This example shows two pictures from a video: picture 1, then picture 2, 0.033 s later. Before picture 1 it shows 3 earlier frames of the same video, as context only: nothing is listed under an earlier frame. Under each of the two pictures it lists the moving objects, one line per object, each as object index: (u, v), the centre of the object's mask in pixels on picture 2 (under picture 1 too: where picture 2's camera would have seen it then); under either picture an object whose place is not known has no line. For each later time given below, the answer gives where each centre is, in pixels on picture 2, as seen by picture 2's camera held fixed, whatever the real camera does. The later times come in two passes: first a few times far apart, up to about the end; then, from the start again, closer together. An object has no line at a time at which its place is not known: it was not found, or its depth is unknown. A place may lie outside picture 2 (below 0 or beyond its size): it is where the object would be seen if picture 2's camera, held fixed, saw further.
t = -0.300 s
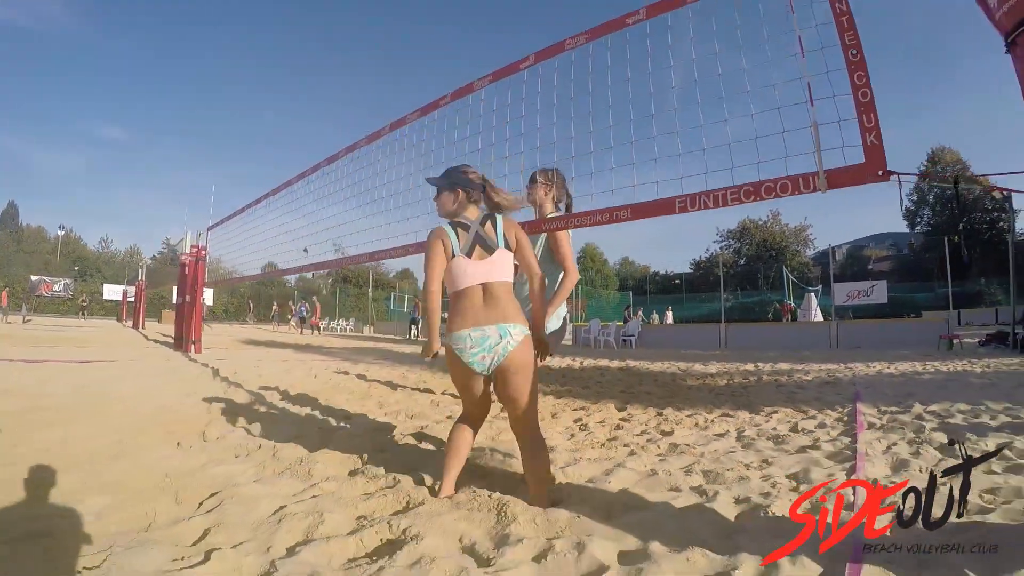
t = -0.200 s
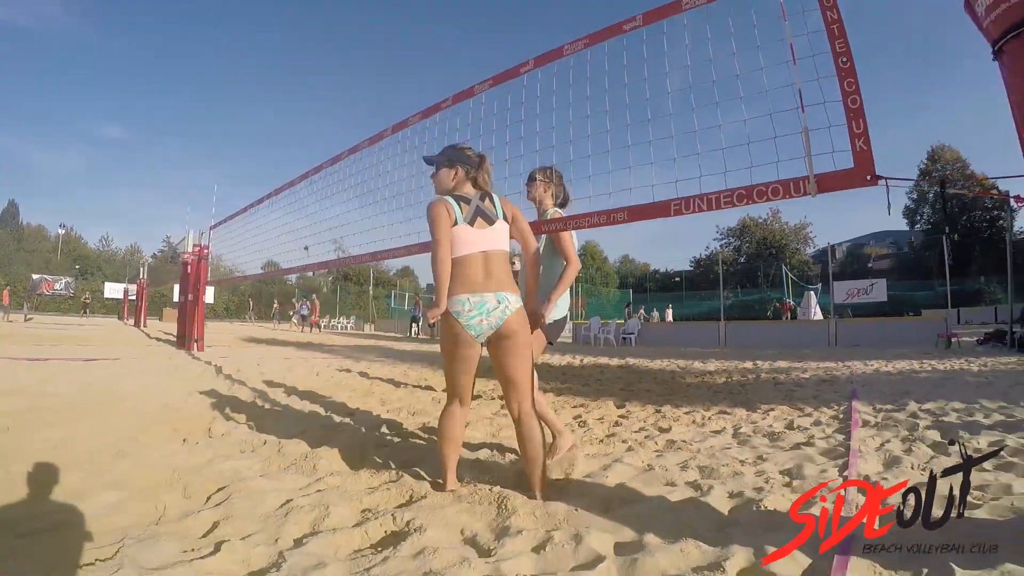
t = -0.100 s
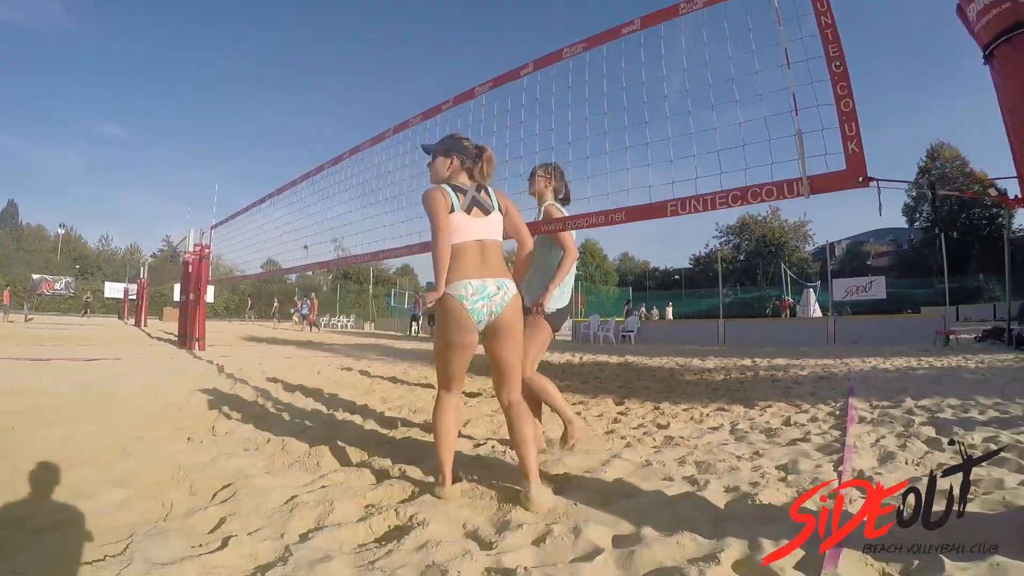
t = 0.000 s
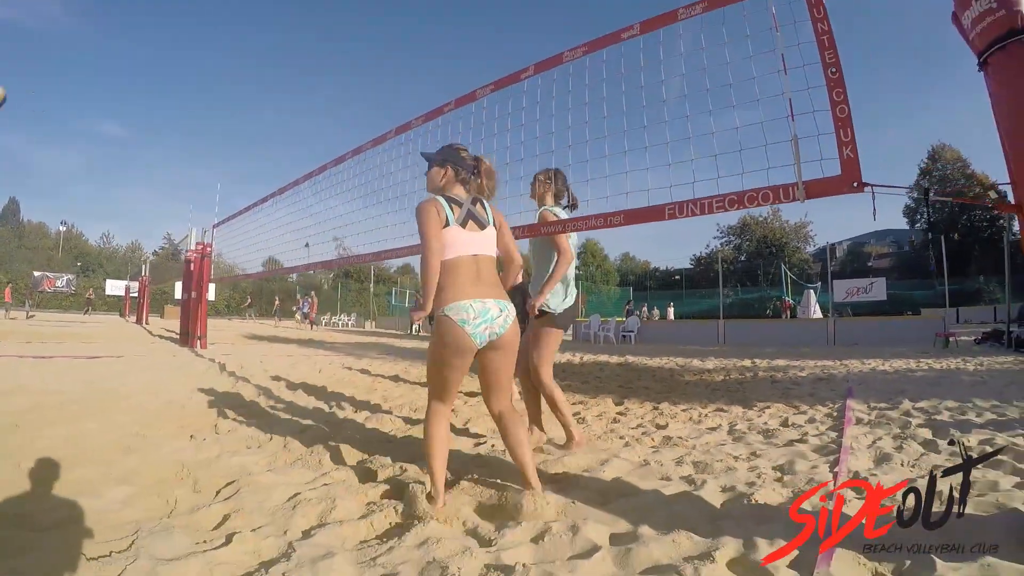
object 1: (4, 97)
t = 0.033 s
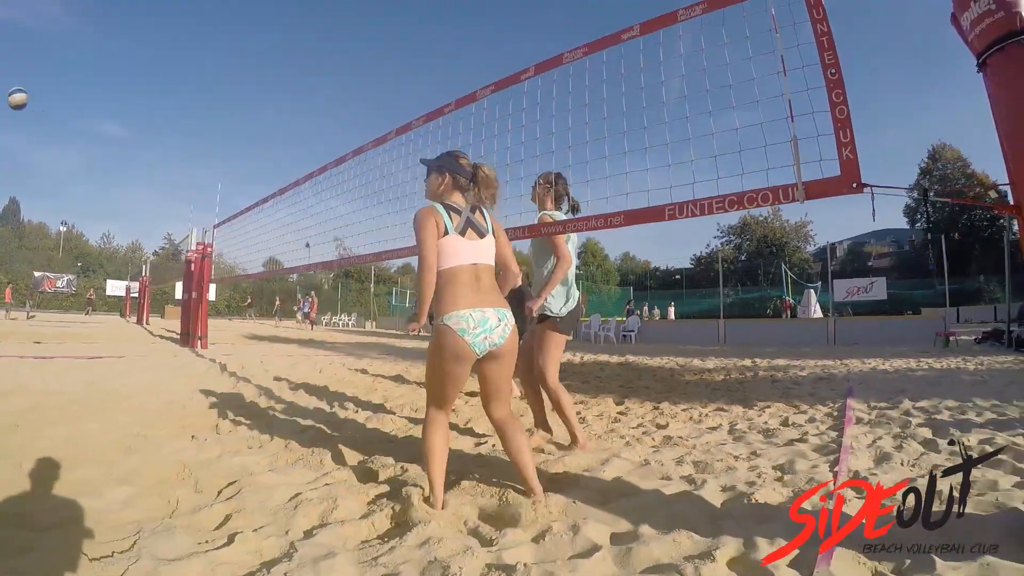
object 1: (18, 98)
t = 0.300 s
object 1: (168, 147)
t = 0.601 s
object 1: (290, 249)
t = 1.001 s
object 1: (240, 328)
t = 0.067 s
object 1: (38, 101)
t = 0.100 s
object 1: (58, 105)
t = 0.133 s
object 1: (78, 110)
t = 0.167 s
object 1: (97, 115)
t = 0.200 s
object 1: (116, 122)
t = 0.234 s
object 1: (133, 129)
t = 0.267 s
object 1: (151, 138)
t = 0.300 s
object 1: (168, 147)
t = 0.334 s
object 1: (183, 156)
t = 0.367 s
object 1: (198, 166)
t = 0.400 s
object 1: (214, 177)
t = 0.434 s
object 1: (229, 189)
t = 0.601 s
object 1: (290, 249)
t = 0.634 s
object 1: (290, 253)
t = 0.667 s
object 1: (288, 258)
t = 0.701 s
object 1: (287, 261)
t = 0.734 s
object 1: (281, 264)
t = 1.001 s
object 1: (240, 328)
